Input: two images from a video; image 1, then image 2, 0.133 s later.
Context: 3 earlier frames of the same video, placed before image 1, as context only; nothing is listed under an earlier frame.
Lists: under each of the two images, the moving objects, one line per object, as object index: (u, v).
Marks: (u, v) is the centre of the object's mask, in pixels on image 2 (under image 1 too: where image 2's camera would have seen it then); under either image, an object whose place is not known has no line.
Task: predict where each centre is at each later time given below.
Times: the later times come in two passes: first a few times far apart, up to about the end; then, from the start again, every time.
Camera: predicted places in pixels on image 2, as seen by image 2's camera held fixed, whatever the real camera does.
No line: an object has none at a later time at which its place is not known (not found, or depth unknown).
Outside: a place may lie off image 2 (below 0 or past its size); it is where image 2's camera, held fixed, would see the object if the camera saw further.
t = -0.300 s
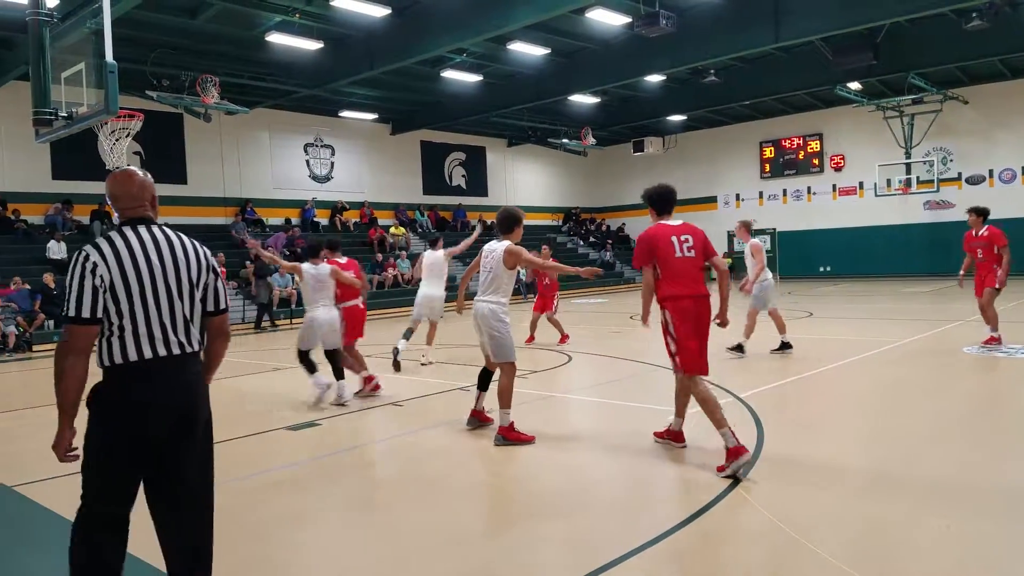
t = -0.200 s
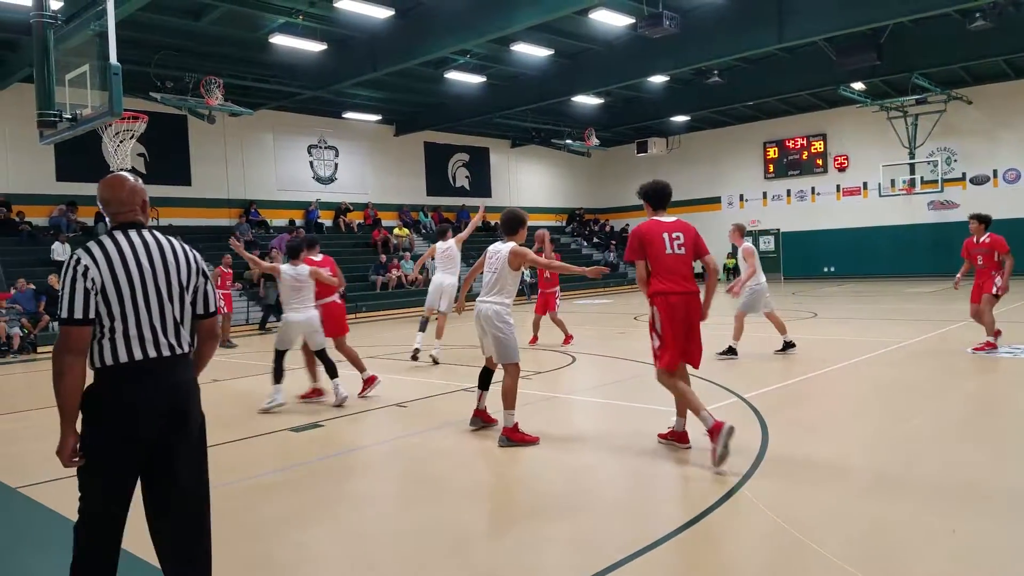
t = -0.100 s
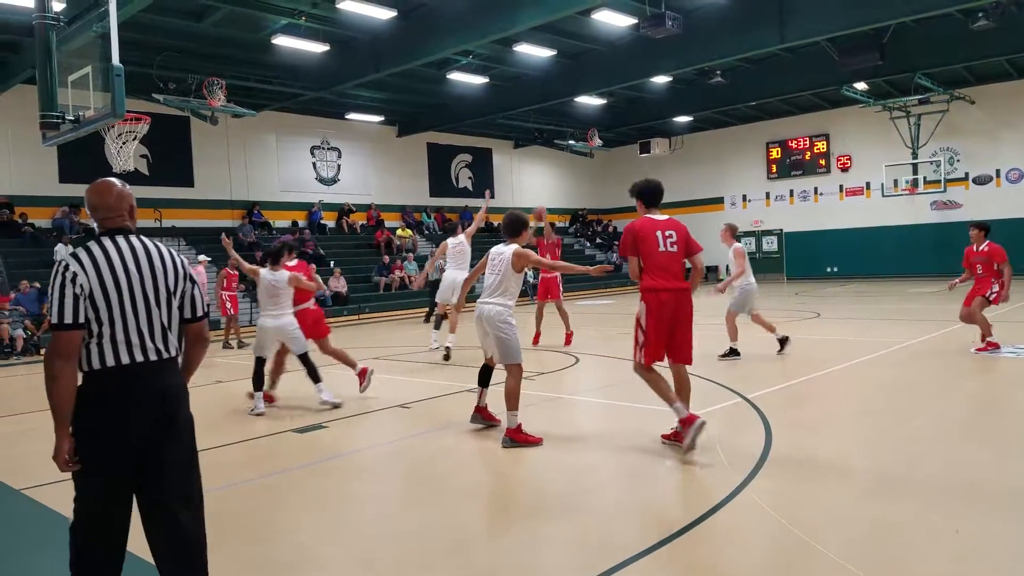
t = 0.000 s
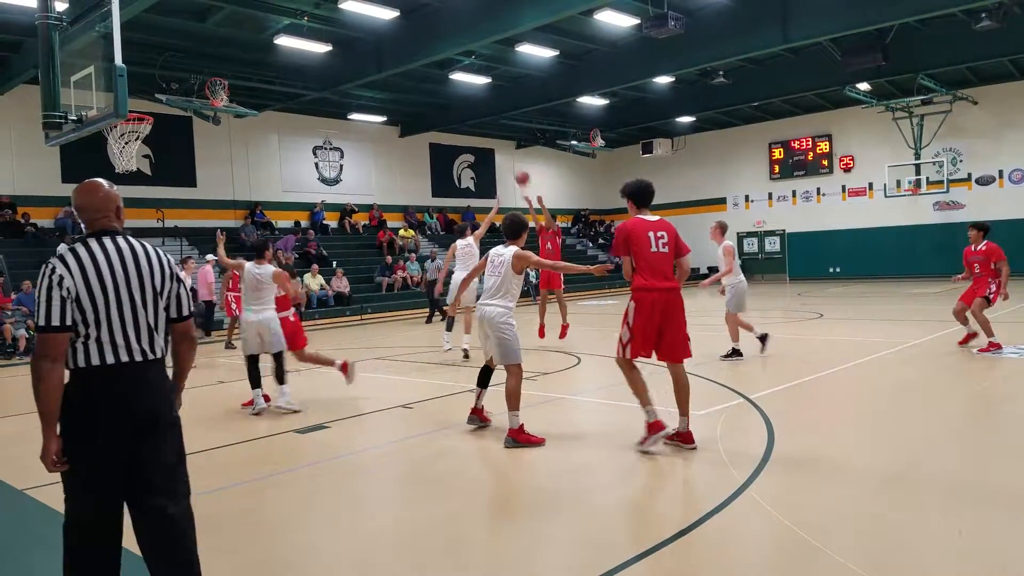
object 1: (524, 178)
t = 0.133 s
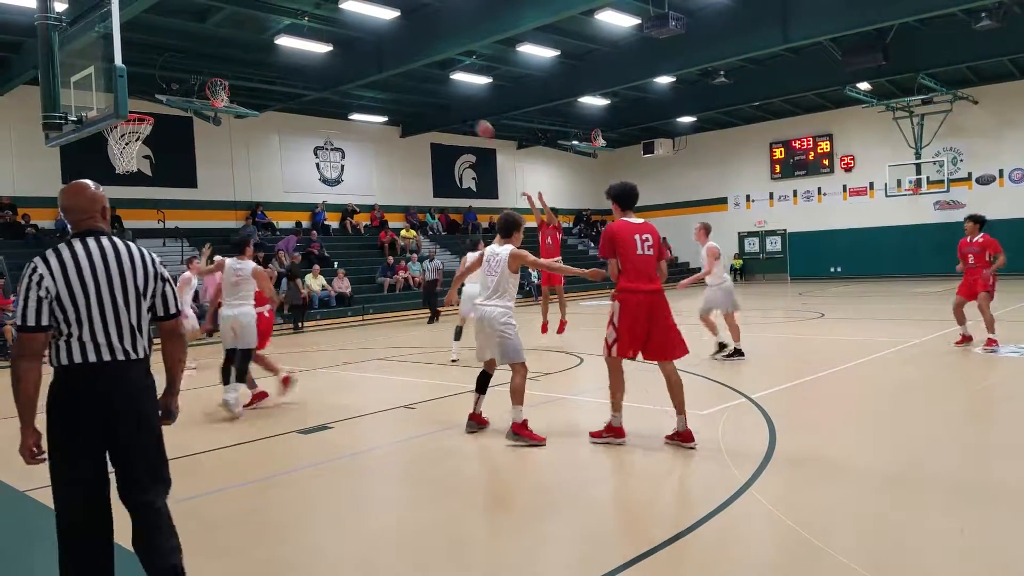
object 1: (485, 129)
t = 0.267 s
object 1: (443, 91)
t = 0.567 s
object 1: (336, 40)
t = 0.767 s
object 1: (254, 44)
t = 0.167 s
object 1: (475, 119)
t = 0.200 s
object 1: (464, 109)
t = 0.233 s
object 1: (454, 100)
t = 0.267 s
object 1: (443, 91)
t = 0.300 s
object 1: (432, 83)
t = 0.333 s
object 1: (420, 74)
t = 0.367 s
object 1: (409, 68)
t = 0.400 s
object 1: (397, 61)
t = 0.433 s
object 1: (385, 56)
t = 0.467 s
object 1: (373, 50)
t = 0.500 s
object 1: (360, 47)
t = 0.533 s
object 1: (348, 43)
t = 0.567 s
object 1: (336, 40)
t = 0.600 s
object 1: (323, 38)
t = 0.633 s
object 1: (309, 37)
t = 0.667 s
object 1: (296, 37)
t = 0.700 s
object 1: (280, 39)
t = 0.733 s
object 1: (267, 42)
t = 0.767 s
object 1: (254, 44)
